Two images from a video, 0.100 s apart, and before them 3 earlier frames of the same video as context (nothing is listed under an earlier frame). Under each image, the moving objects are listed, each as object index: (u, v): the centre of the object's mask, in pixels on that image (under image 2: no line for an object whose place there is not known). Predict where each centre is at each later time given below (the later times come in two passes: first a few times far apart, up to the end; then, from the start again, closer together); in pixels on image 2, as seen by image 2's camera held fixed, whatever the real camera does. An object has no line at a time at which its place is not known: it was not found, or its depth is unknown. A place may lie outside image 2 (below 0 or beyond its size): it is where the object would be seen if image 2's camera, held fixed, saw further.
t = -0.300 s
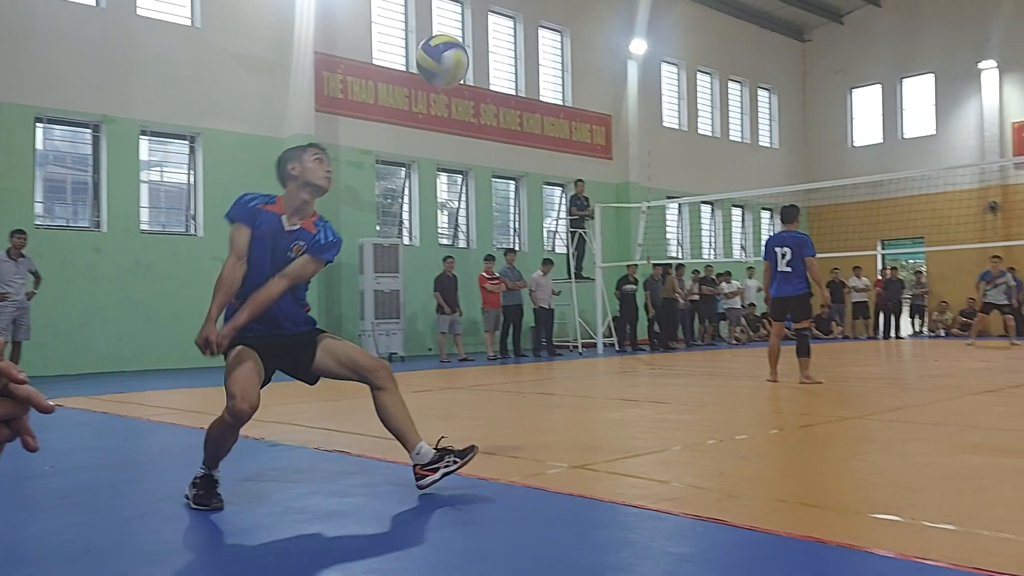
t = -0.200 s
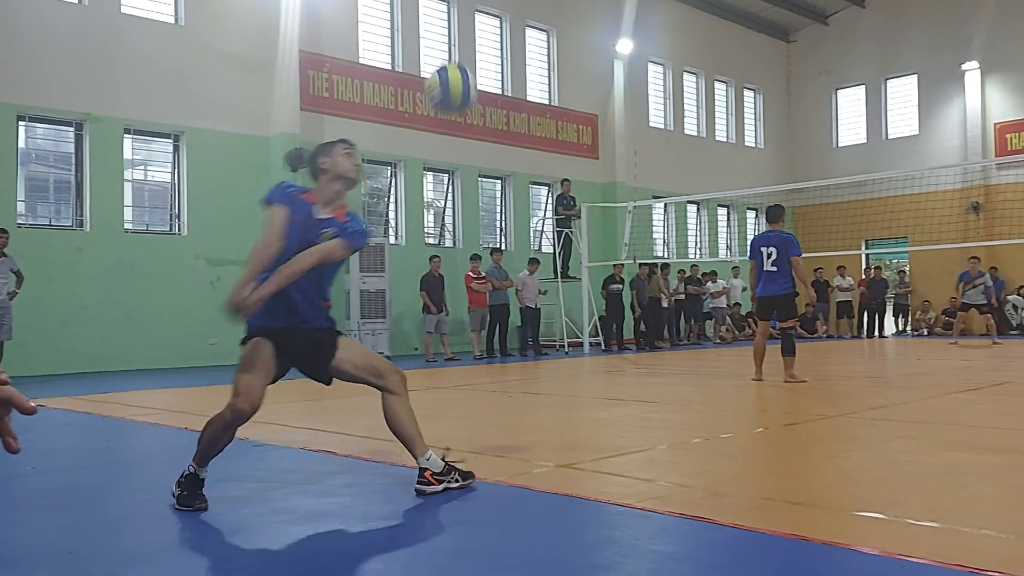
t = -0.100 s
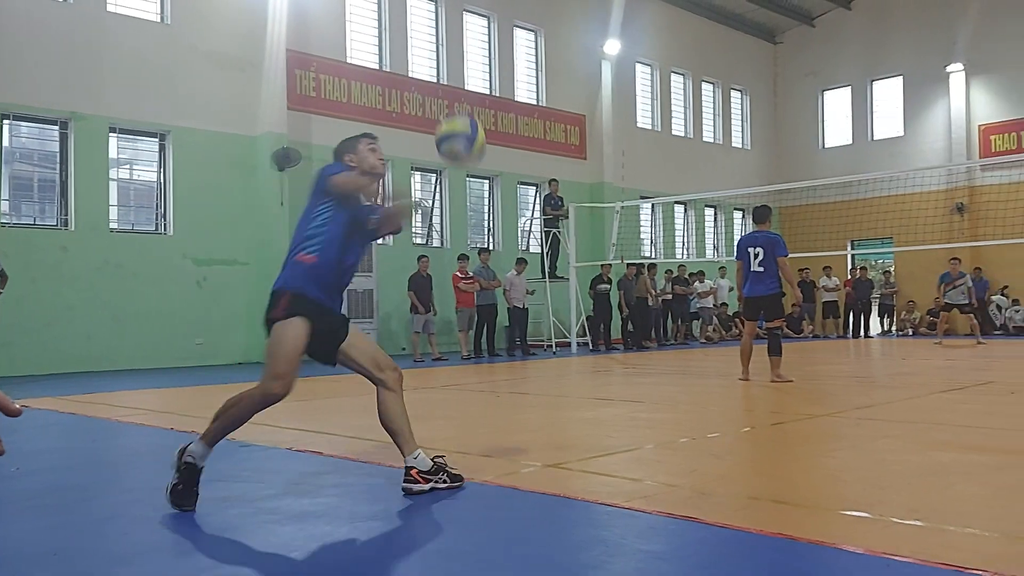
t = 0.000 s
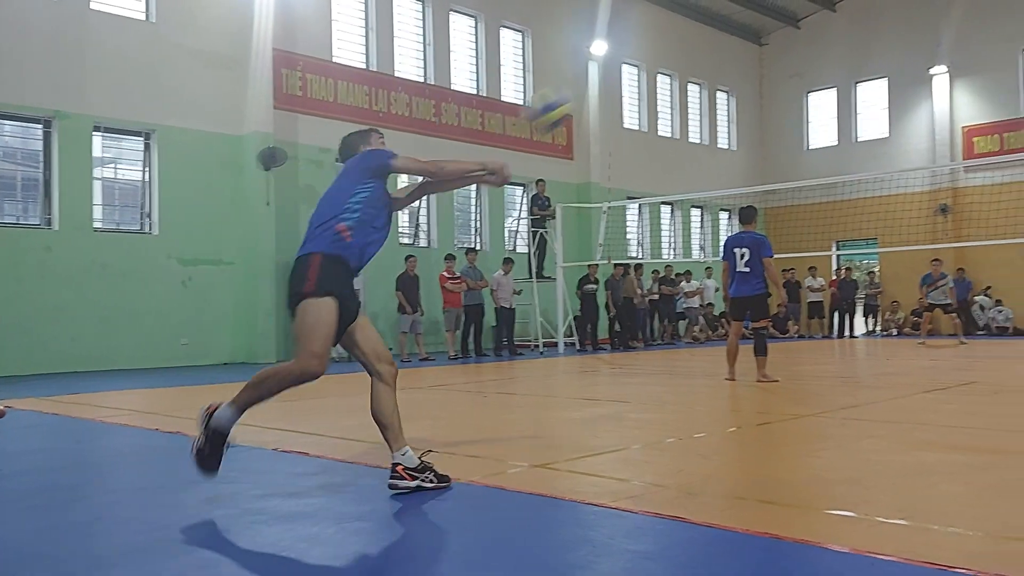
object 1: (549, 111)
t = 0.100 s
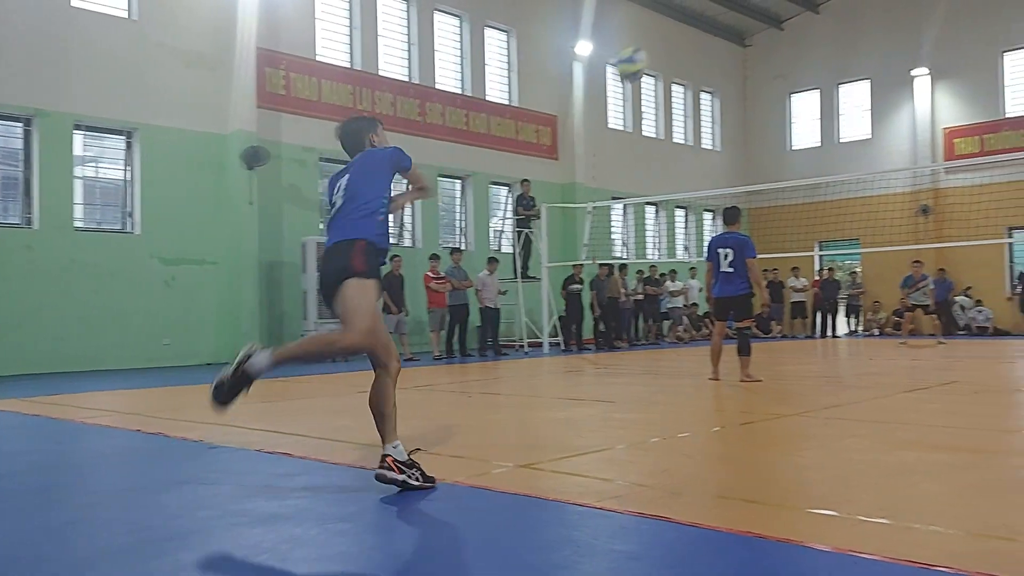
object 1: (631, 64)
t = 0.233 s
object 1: (711, 47)
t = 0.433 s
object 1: (777, 65)
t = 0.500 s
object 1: (792, 79)
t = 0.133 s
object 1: (653, 56)
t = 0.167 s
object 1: (676, 51)
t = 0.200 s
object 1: (694, 48)
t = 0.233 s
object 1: (711, 47)
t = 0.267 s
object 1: (725, 46)
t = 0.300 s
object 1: (739, 49)
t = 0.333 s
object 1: (750, 51)
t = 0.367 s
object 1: (759, 55)
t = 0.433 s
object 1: (777, 65)
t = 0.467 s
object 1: (785, 71)
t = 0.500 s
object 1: (792, 79)
